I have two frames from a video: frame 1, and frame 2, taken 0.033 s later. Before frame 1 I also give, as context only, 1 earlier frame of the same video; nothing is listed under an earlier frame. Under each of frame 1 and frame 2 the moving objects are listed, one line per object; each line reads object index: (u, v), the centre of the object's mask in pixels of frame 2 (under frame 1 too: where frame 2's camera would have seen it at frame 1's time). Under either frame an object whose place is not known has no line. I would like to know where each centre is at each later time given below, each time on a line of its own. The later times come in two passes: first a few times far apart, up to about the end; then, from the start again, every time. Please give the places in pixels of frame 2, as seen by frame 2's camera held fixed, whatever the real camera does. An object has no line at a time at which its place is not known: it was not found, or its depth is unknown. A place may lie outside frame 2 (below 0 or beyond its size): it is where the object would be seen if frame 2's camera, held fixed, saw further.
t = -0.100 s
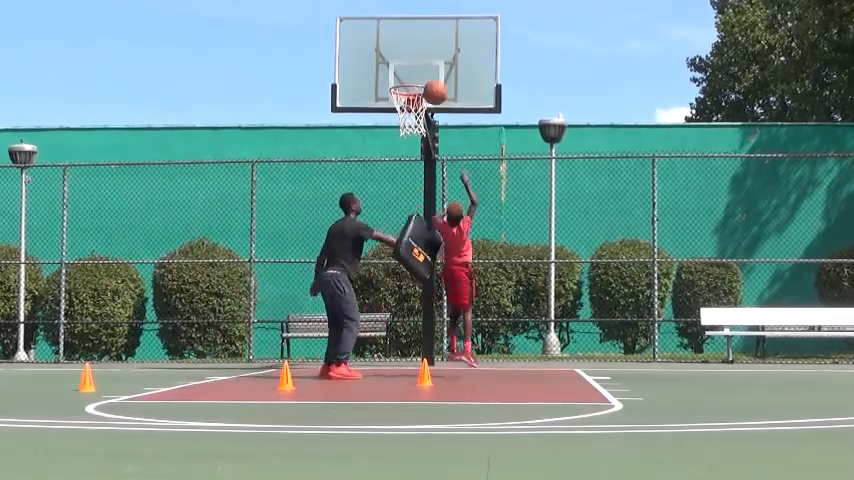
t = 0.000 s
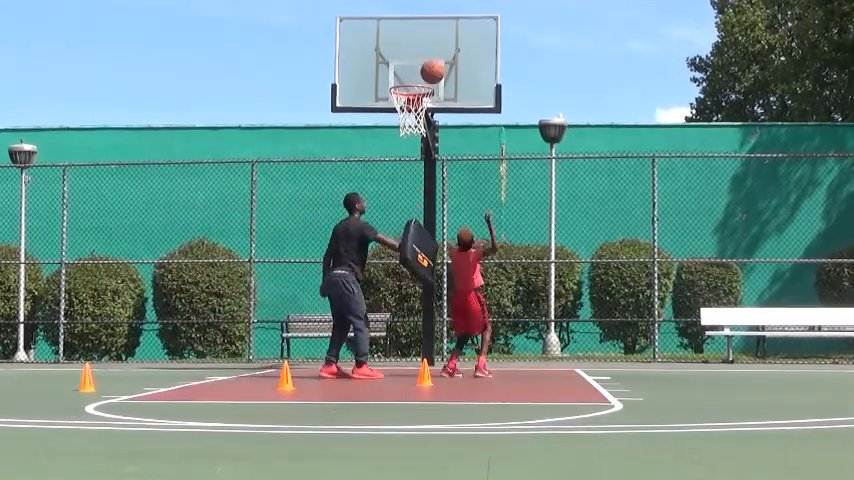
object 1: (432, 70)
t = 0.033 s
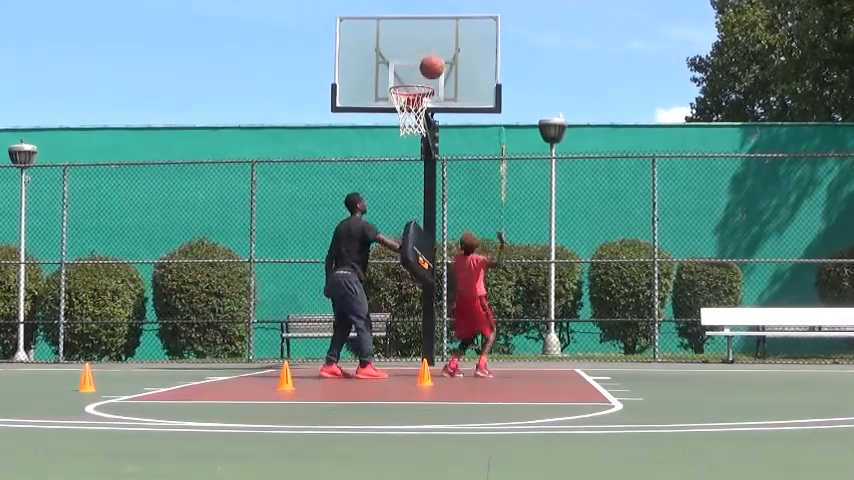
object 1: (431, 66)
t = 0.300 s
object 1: (425, 67)
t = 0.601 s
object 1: (440, 108)
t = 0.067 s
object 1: (430, 63)
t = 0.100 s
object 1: (430, 61)
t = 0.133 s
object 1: (429, 59)
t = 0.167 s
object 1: (428, 59)
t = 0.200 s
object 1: (427, 59)
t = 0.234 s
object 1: (427, 61)
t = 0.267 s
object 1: (426, 63)
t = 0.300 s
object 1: (425, 67)
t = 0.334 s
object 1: (424, 71)
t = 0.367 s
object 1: (423, 78)
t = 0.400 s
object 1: (424, 81)
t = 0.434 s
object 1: (426, 83)
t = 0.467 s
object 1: (429, 85)
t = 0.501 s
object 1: (432, 90)
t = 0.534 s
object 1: (435, 94)
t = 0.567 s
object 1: (437, 100)
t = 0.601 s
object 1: (440, 108)
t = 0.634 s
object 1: (442, 116)
